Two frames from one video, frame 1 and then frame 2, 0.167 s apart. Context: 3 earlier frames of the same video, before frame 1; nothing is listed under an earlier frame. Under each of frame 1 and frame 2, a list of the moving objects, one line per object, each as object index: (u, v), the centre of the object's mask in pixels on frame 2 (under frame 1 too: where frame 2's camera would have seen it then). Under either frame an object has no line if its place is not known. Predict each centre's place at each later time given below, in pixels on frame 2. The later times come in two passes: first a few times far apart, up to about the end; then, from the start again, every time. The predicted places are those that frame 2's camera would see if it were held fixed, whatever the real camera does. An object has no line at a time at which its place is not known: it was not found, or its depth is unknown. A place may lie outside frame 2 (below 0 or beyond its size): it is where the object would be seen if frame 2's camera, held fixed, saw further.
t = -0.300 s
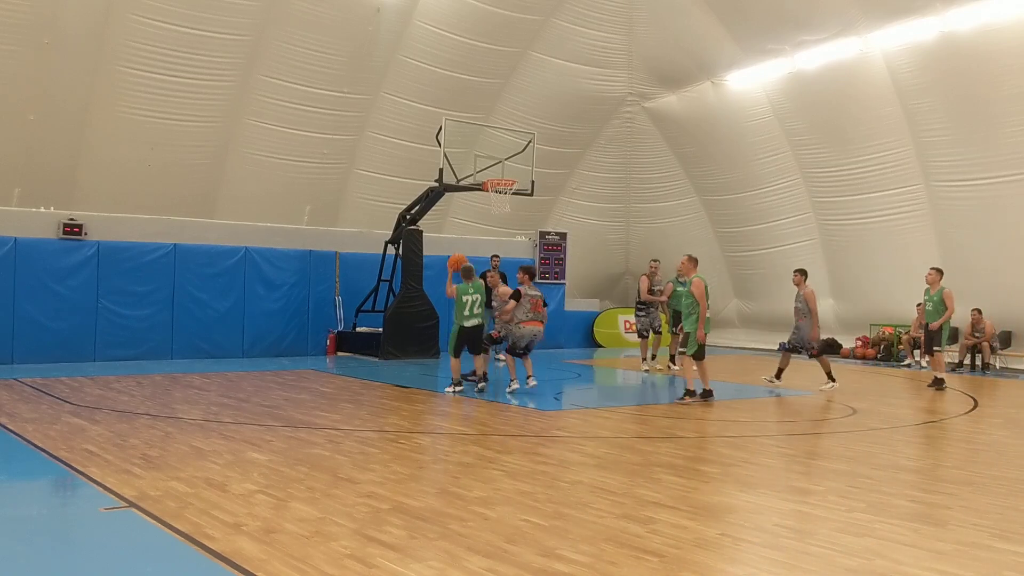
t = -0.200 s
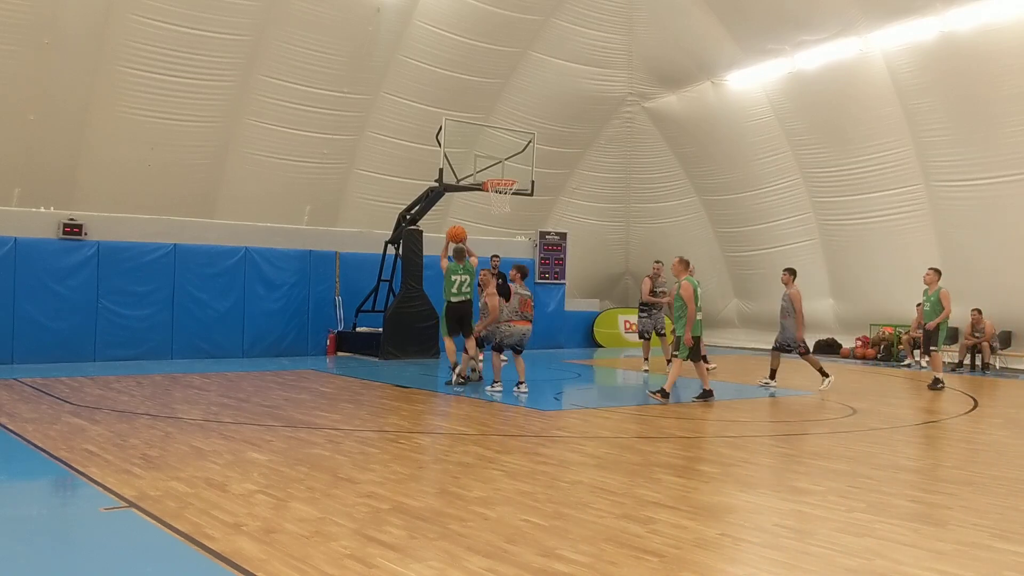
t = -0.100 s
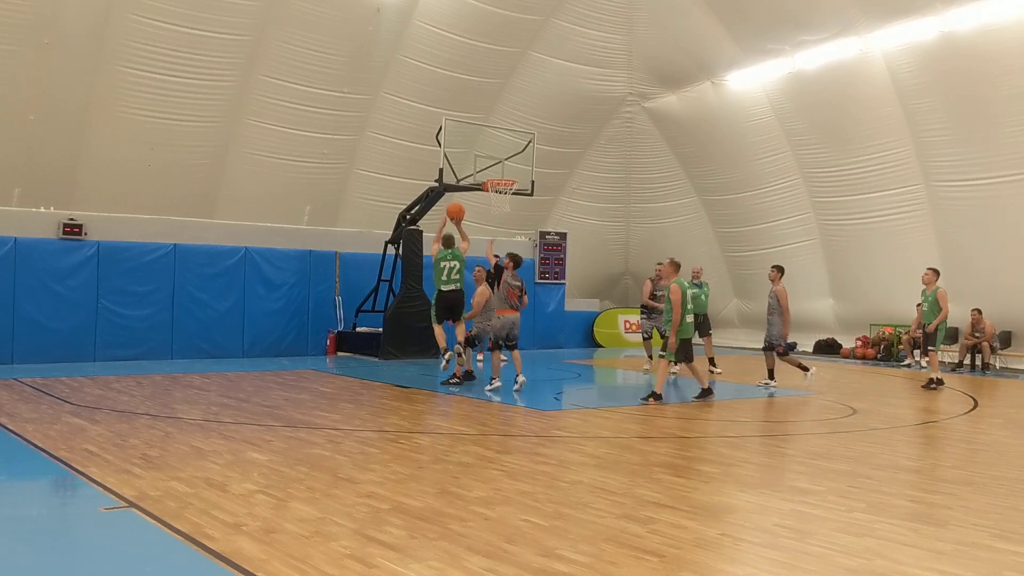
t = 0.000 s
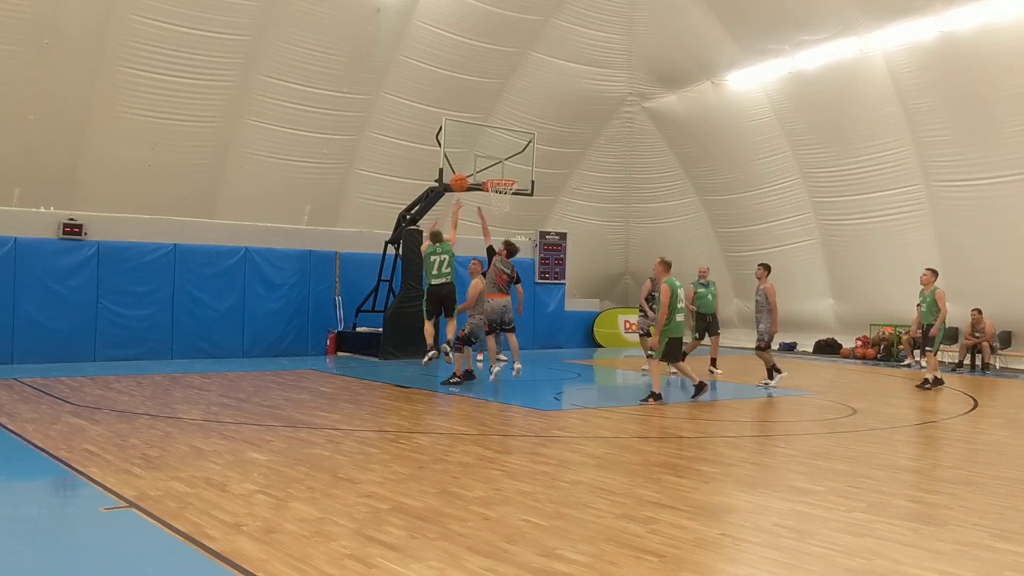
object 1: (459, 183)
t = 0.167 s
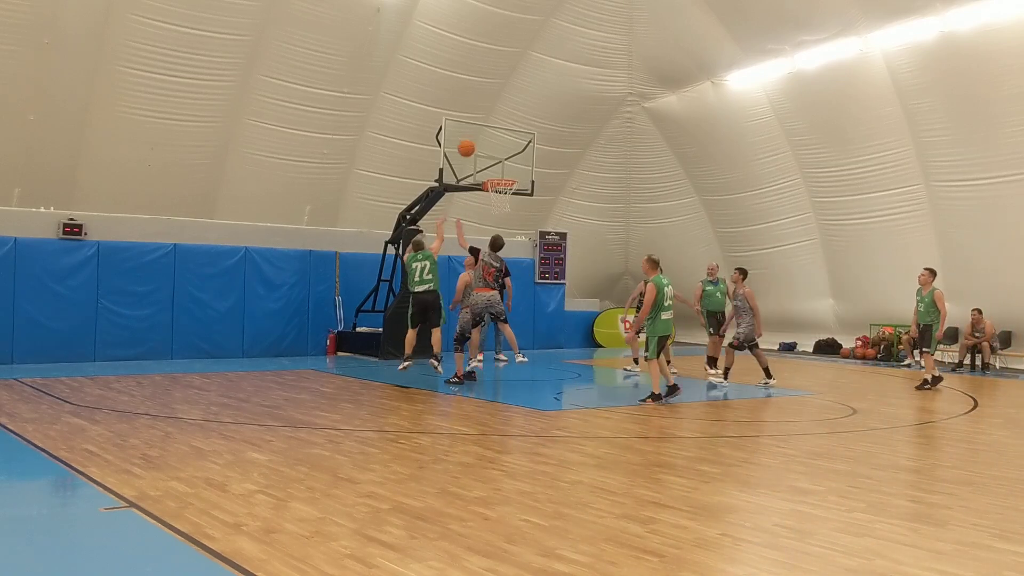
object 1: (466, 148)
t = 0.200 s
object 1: (467, 144)
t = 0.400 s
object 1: (474, 135)
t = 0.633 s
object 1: (481, 157)
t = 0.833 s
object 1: (510, 191)
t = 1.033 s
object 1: (516, 194)
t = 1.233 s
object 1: (513, 212)
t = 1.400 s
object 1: (509, 246)
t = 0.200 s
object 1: (467, 144)
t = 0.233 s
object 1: (468, 140)
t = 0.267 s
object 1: (470, 137)
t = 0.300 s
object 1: (471, 136)
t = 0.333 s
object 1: (472, 135)
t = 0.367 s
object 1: (473, 135)
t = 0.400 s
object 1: (474, 135)
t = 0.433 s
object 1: (475, 136)
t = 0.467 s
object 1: (476, 138)
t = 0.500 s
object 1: (477, 141)
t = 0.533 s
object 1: (479, 144)
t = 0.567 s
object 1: (479, 148)
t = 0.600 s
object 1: (480, 153)
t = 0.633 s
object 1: (481, 157)
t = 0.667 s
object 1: (482, 163)
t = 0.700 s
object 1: (488, 167)
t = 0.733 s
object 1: (493, 172)
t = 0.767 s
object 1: (498, 175)
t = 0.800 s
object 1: (507, 184)
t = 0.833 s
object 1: (510, 191)
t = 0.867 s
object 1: (513, 193)
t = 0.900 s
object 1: (514, 192)
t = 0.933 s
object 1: (516, 192)
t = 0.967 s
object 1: (516, 193)
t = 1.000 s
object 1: (516, 193)
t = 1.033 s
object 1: (516, 194)
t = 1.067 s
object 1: (515, 195)
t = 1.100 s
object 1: (515, 197)
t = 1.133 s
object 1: (514, 200)
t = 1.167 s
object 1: (514, 203)
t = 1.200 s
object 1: (513, 207)
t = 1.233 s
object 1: (513, 212)
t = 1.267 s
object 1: (512, 217)
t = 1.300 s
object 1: (511, 223)
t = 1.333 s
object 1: (511, 230)
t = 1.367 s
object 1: (510, 237)
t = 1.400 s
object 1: (509, 246)
